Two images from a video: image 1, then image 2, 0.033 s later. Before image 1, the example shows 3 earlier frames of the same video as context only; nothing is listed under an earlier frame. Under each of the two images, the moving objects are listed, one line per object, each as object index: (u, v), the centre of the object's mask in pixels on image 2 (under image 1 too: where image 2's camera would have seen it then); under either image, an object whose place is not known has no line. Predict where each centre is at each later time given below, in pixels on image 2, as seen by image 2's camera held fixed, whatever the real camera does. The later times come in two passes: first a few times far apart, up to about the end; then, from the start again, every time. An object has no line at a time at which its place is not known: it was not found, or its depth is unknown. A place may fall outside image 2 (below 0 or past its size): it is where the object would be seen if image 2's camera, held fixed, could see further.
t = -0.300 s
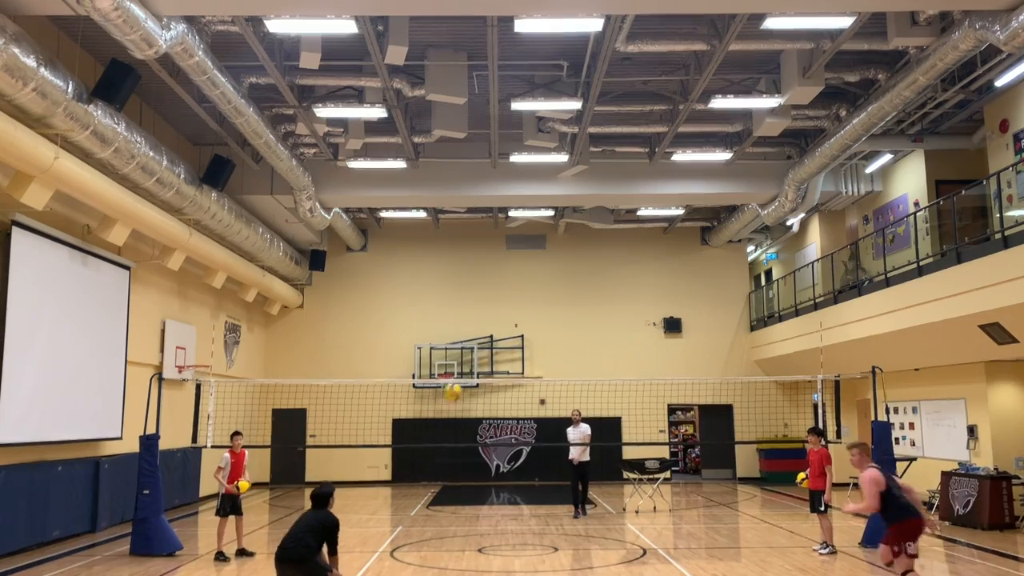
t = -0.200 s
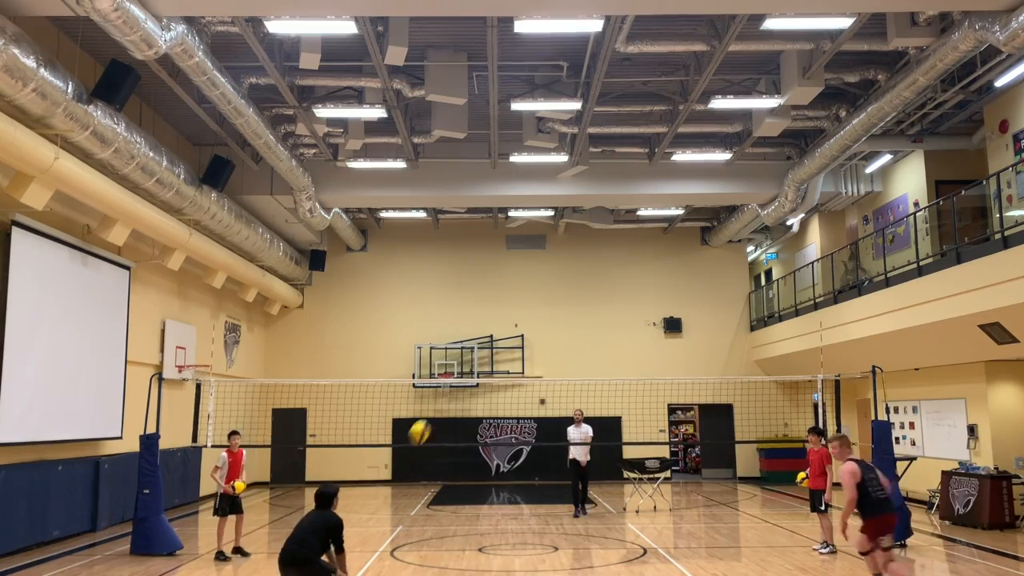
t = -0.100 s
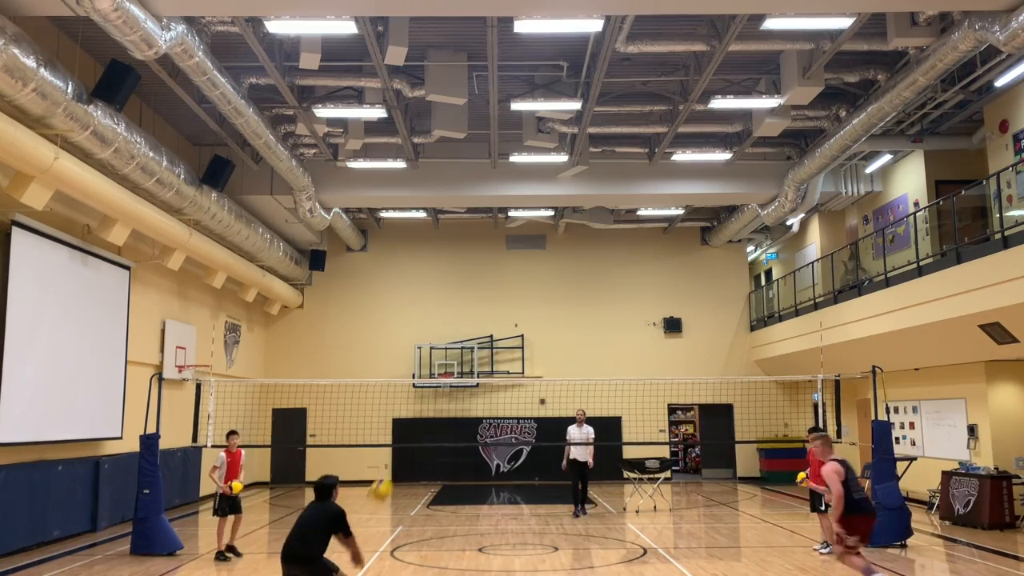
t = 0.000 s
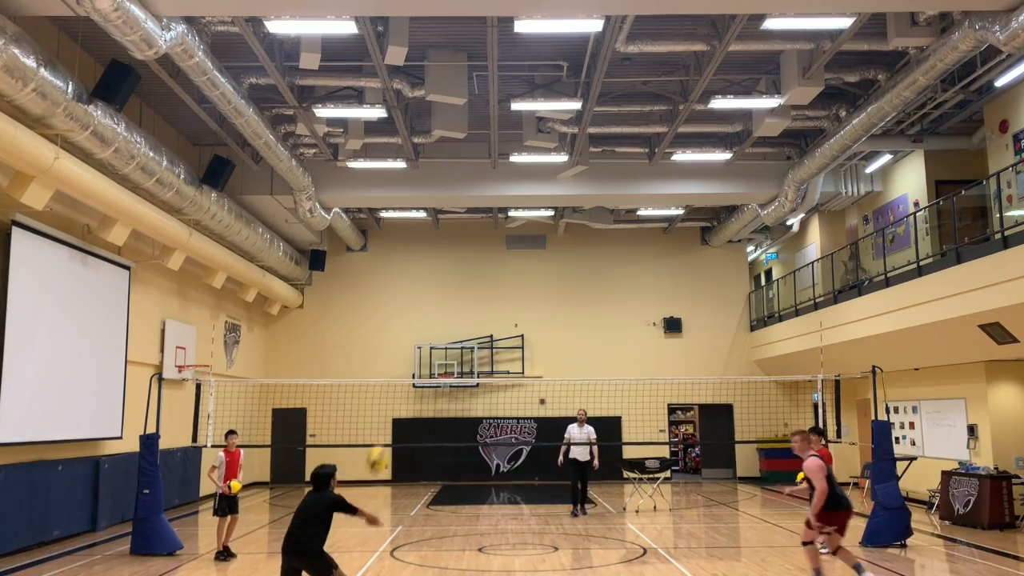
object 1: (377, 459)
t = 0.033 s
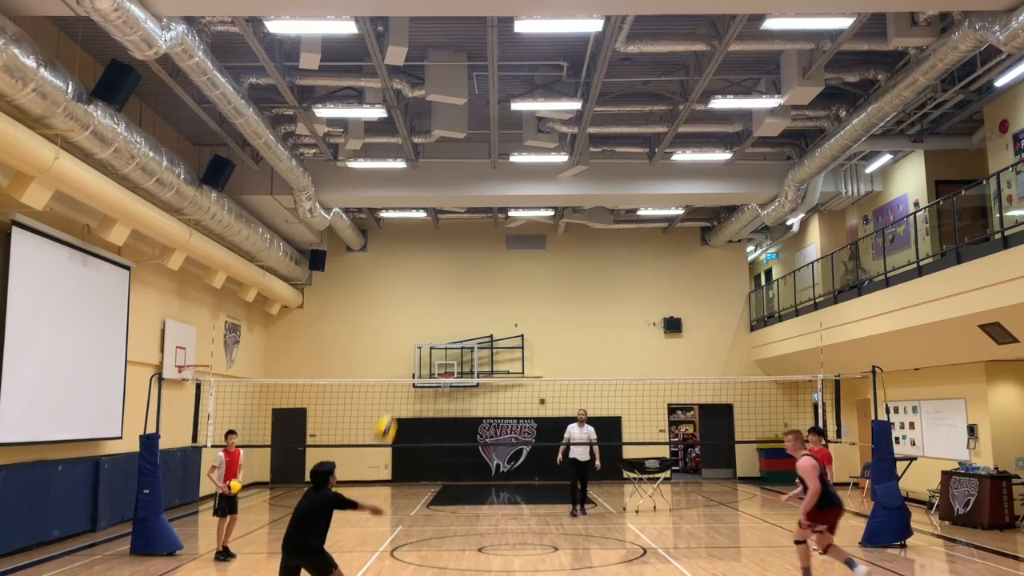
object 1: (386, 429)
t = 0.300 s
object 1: (446, 248)
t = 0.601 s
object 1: (498, 153)
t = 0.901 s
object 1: (543, 138)
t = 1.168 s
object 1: (580, 181)
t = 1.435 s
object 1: (613, 267)
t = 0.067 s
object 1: (393, 401)
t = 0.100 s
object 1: (402, 372)
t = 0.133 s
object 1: (410, 347)
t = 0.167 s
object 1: (417, 325)
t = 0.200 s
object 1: (425, 302)
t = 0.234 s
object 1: (432, 282)
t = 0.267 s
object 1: (439, 264)
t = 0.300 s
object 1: (446, 248)
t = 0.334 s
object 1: (452, 233)
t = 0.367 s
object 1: (458, 218)
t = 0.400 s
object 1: (464, 207)
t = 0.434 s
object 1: (469, 195)
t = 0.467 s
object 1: (475, 183)
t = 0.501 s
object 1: (481, 175)
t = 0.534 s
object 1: (487, 166)
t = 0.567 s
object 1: (493, 159)
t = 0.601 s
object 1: (498, 153)
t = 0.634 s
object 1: (503, 148)
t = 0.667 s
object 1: (508, 144)
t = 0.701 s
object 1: (514, 140)
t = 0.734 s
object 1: (518, 138)
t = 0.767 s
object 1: (523, 137)
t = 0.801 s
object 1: (528, 135)
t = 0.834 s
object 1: (534, 136)
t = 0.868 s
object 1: (539, 136)
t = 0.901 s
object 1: (543, 138)
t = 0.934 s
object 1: (548, 141)
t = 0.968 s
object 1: (554, 145)
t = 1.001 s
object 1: (557, 147)
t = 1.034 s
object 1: (562, 153)
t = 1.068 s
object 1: (568, 160)
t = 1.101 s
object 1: (571, 166)
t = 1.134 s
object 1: (575, 173)
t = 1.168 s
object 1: (580, 181)
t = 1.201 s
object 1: (584, 189)
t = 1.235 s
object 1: (587, 199)
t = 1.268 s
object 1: (593, 209)
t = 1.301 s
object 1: (596, 218)
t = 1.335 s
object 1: (601, 230)
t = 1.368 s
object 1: (604, 242)
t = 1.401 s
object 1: (609, 254)
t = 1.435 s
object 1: (613, 267)
